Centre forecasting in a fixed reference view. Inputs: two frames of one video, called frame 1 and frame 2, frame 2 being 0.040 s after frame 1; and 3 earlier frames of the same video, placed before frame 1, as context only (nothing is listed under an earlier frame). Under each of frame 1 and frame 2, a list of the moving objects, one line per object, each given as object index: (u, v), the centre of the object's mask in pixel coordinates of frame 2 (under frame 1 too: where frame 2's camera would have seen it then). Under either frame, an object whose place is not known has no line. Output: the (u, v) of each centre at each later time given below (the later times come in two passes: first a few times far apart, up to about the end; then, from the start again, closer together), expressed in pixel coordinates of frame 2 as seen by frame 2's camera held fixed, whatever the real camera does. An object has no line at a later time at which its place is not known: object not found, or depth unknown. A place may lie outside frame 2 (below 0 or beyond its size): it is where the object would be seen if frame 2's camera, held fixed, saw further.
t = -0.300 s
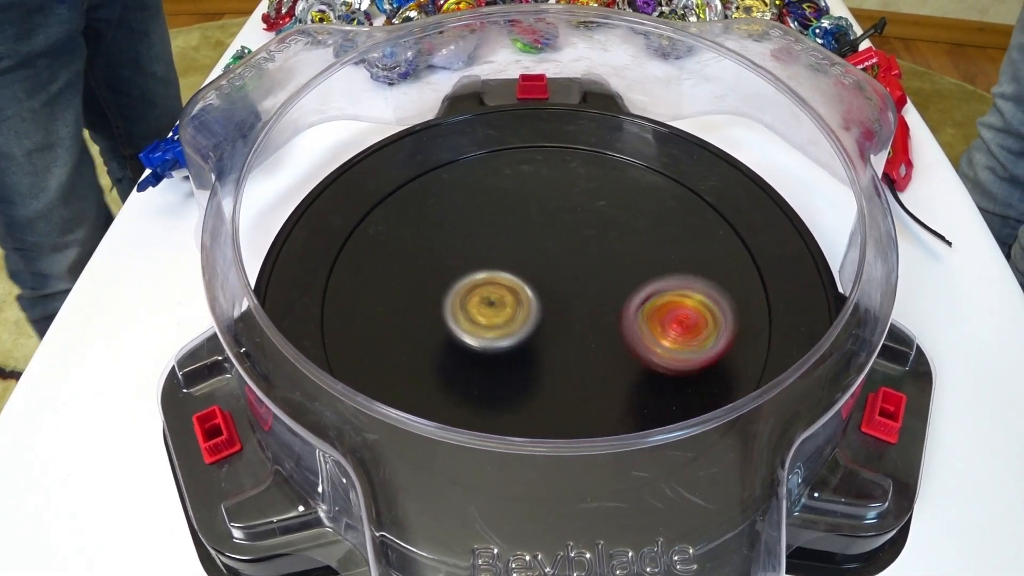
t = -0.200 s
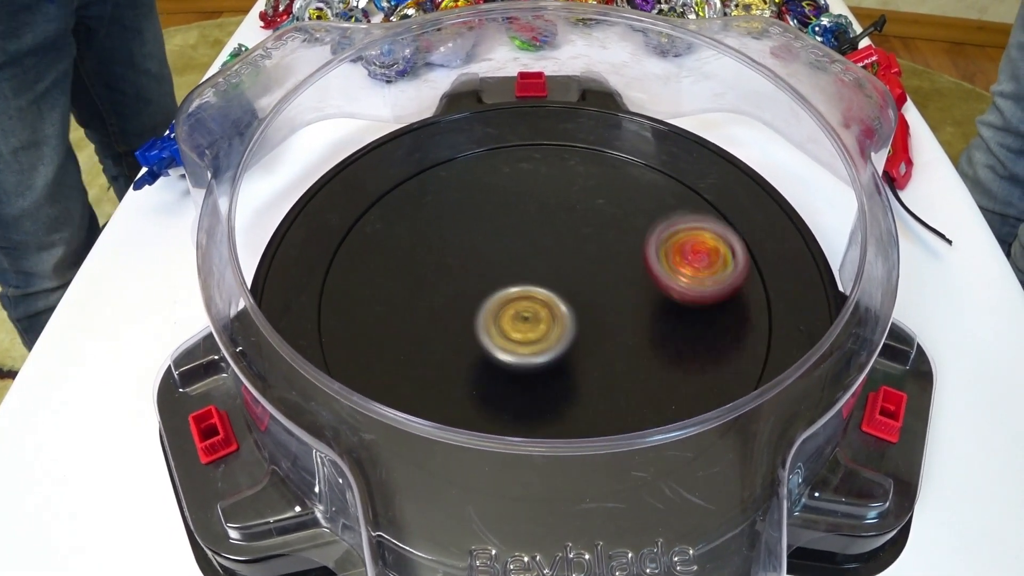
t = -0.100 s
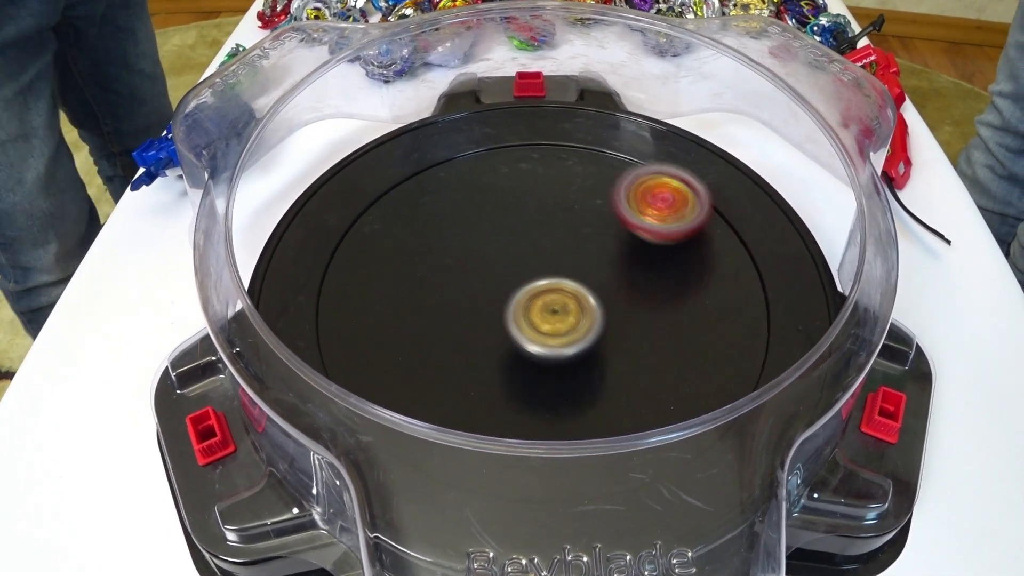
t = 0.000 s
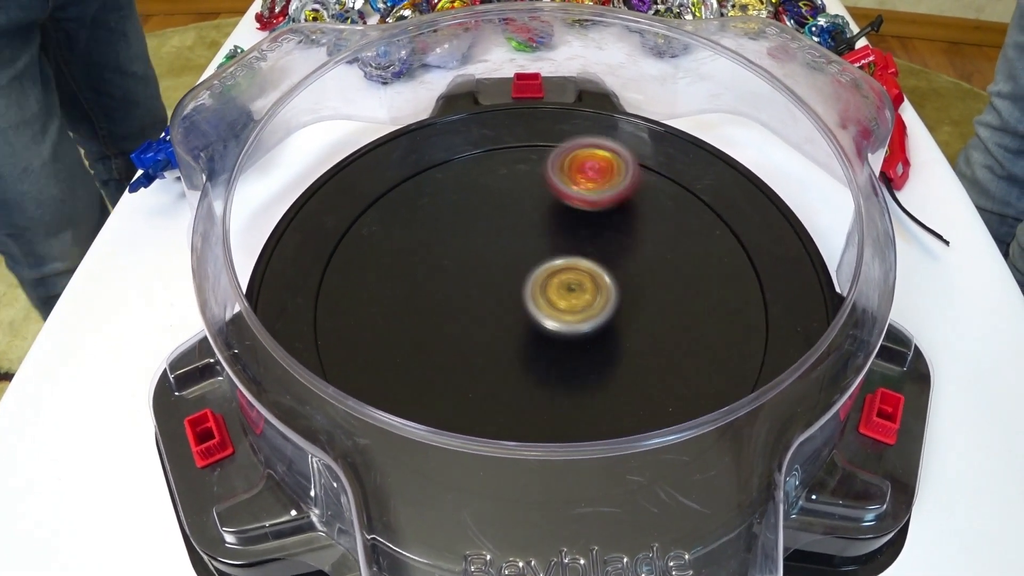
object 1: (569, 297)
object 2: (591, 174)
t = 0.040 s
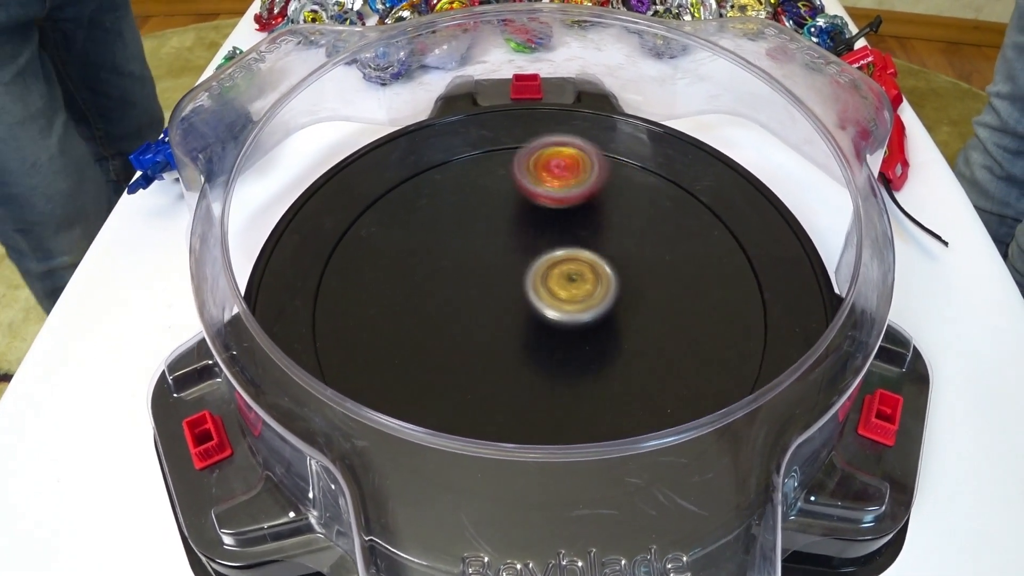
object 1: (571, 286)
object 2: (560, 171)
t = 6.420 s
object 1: (590, 241)
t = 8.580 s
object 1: (620, 254)
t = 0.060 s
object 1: (571, 281)
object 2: (544, 171)
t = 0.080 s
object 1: (569, 275)
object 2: (528, 173)
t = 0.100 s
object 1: (568, 270)
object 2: (513, 176)
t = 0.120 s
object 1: (565, 266)
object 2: (499, 180)
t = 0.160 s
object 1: (557, 259)
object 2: (472, 193)
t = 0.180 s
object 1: (553, 256)
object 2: (460, 201)
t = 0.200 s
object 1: (548, 254)
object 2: (449, 211)
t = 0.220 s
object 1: (544, 253)
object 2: (440, 221)
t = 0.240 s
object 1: (540, 251)
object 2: (433, 233)
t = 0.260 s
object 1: (536, 250)
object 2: (428, 245)
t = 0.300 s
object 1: (529, 249)
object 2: (422, 271)
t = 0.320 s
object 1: (526, 249)
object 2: (422, 284)
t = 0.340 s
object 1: (523, 249)
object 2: (424, 298)
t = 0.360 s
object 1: (520, 250)
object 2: (429, 311)
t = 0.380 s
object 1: (517, 251)
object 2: (435, 324)
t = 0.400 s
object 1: (515, 252)
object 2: (444, 336)
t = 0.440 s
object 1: (510, 255)
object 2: (468, 358)
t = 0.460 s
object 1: (508, 257)
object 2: (483, 366)
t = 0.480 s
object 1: (506, 258)
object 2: (499, 372)
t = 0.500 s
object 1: (504, 260)
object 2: (517, 377)
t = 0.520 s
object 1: (502, 262)
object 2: (534, 379)
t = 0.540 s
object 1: (500, 264)
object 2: (553, 381)
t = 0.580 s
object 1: (498, 268)
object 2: (590, 376)
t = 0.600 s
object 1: (497, 270)
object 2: (607, 372)
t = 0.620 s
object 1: (497, 272)
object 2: (621, 365)
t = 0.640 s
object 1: (496, 275)
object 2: (634, 357)
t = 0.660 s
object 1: (497, 277)
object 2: (646, 348)
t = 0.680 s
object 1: (497, 279)
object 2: (656, 338)
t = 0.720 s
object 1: (499, 283)
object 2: (668, 315)
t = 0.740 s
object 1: (501, 285)
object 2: (670, 302)
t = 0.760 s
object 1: (502, 288)
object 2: (670, 290)
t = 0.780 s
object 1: (504, 290)
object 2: (668, 278)
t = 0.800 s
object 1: (506, 292)
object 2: (664, 267)
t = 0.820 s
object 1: (508, 294)
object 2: (658, 256)
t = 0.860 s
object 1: (512, 299)
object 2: (642, 237)
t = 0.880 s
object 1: (514, 301)
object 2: (633, 229)
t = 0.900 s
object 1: (516, 302)
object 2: (622, 222)
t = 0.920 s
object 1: (519, 304)
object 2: (610, 215)
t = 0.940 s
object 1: (521, 306)
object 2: (597, 210)
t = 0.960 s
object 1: (524, 307)
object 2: (584, 206)
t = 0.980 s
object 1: (527, 308)
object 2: (570, 203)
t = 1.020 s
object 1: (532, 309)
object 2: (541, 201)
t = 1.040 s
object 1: (535, 310)
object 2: (527, 203)
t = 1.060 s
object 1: (537, 310)
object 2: (514, 205)
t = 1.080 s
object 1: (540, 309)
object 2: (501, 208)
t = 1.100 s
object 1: (543, 309)
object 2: (488, 213)
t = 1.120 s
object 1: (546, 308)
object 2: (476, 218)
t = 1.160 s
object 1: (552, 306)
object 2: (456, 232)
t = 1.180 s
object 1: (555, 305)
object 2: (449, 240)
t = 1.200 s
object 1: (558, 304)
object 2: (443, 250)
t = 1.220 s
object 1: (561, 303)
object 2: (438, 260)
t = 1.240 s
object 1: (563, 301)
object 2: (434, 270)
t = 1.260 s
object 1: (565, 300)
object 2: (431, 281)
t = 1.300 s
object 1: (569, 297)
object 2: (432, 303)
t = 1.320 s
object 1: (570, 295)
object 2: (436, 314)
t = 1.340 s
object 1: (572, 293)
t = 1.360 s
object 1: (572, 291)
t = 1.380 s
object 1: (573, 289)
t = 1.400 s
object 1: (573, 287)
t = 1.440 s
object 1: (573, 283)
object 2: (498, 361)
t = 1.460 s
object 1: (572, 281)
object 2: (513, 362)
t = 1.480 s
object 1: (572, 279)
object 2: (528, 362)
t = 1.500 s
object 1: (571, 276)
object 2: (543, 361)
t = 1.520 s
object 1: (570, 274)
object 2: (557, 357)
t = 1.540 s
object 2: (571, 352)
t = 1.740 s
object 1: (549, 246)
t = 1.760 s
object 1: (547, 245)
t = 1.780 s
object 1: (543, 244)
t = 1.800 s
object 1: (540, 244)
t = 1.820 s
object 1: (537, 244)
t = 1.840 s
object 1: (532, 242)
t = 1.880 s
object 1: (521, 240)
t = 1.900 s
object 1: (515, 240)
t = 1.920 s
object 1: (511, 240)
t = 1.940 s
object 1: (507, 241)
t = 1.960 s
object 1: (504, 243)
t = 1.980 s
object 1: (502, 244)
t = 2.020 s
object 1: (497, 248)
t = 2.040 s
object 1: (494, 248)
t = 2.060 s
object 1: (491, 249)
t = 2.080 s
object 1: (489, 251)
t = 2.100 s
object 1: (487, 252)
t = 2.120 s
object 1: (486, 255)
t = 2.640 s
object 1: (434, 270)
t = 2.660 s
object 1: (435, 272)
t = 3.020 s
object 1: (467, 264)
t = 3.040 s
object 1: (469, 260)
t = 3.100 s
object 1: (478, 254)
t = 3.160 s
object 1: (491, 251)
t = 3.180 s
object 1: (495, 251)
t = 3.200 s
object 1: (500, 250)
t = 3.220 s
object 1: (504, 250)
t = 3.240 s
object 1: (508, 250)
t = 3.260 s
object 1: (512, 249)
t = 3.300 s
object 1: (520, 249)
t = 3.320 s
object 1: (525, 249)
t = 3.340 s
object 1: (528, 248)
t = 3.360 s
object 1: (532, 248)
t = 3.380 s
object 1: (535, 247)
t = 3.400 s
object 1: (538, 245)
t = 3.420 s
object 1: (540, 243)
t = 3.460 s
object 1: (547, 239)
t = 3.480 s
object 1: (552, 236)
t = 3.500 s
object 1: (556, 234)
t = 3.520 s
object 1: (560, 233)
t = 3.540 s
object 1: (563, 232)
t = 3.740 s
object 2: (528, 311)
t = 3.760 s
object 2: (527, 309)
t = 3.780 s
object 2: (526, 307)
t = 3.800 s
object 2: (524, 305)
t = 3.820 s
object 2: (519, 305)
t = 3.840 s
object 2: (511, 307)
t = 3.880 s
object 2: (498, 310)
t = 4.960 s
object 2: (539, 236)
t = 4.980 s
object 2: (540, 237)
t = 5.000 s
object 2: (542, 238)
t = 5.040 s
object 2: (545, 241)
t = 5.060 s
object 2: (548, 242)
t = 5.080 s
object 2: (548, 244)
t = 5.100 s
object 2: (551, 246)
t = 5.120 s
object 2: (553, 247)
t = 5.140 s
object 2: (558, 247)
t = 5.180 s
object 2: (568, 249)
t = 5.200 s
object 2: (572, 249)
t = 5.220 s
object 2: (575, 252)
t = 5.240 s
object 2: (578, 253)
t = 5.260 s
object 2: (579, 254)
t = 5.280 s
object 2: (582, 256)
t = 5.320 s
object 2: (584, 259)
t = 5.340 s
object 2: (584, 260)
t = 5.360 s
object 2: (584, 262)
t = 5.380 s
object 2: (584, 264)
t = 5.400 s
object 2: (583, 266)
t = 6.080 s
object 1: (528, 227)
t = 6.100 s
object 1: (532, 226)
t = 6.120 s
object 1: (536, 226)
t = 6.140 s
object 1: (540, 226)
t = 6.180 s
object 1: (548, 226)
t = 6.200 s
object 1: (552, 226)
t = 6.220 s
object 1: (556, 227)
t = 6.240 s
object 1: (560, 227)
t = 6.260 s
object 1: (563, 228)
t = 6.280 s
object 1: (567, 229)
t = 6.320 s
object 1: (574, 232)
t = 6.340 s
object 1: (578, 233)
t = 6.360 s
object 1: (581, 235)
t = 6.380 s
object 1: (584, 237)
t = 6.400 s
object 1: (588, 239)
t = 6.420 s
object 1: (590, 241)
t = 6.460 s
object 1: (597, 245)
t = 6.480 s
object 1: (599, 248)
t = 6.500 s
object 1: (603, 249)
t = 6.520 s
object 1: (605, 251)
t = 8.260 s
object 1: (550, 233)
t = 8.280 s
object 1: (556, 232)
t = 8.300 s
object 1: (561, 232)
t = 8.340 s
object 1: (573, 233)
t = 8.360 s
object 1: (578, 233)
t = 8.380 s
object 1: (584, 233)
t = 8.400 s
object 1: (589, 234)
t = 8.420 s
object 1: (593, 235)
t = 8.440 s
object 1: (598, 237)
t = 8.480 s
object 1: (606, 241)
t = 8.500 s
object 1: (609, 243)
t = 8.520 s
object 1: (612, 245)
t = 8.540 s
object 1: (615, 249)
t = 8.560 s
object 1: (617, 252)
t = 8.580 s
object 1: (620, 254)
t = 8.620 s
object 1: (622, 261)
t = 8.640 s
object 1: (623, 265)
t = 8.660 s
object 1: (624, 269)
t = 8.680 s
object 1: (624, 272)
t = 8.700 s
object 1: (623, 275)
